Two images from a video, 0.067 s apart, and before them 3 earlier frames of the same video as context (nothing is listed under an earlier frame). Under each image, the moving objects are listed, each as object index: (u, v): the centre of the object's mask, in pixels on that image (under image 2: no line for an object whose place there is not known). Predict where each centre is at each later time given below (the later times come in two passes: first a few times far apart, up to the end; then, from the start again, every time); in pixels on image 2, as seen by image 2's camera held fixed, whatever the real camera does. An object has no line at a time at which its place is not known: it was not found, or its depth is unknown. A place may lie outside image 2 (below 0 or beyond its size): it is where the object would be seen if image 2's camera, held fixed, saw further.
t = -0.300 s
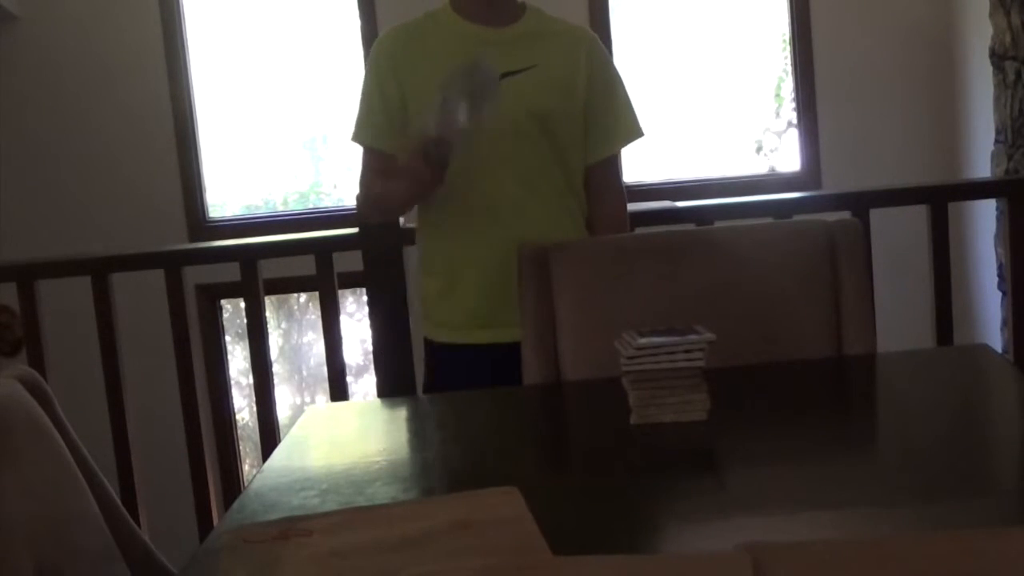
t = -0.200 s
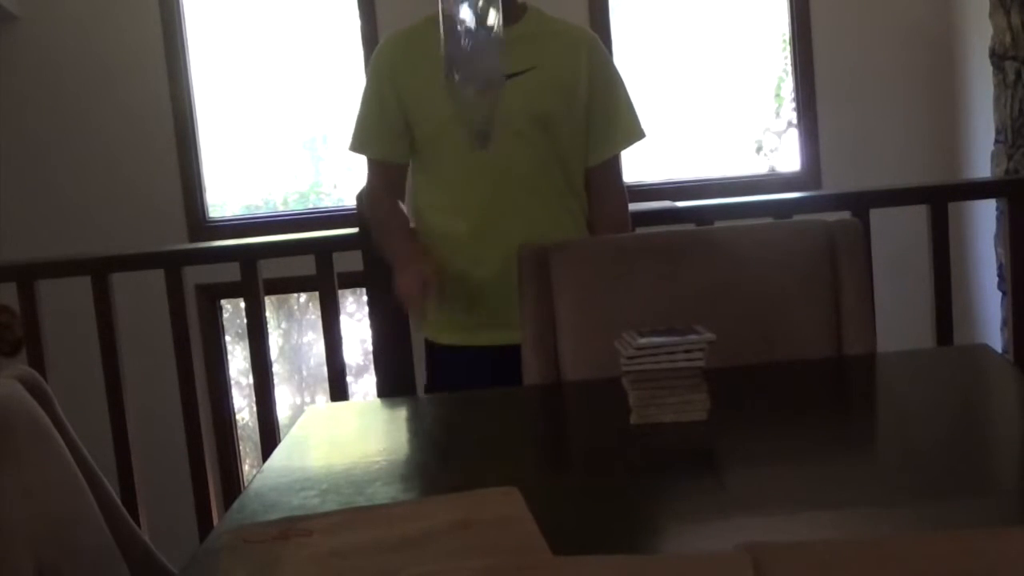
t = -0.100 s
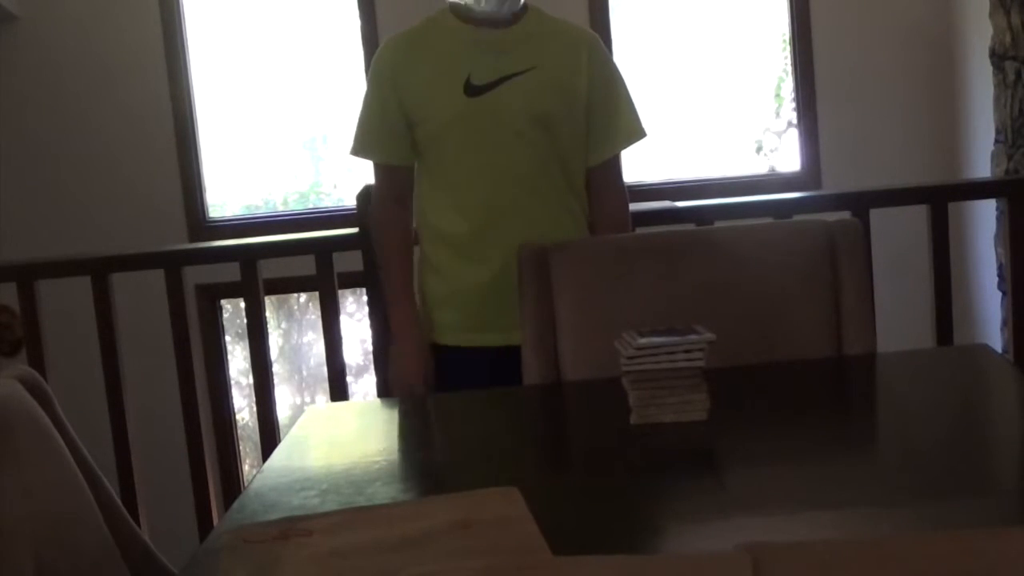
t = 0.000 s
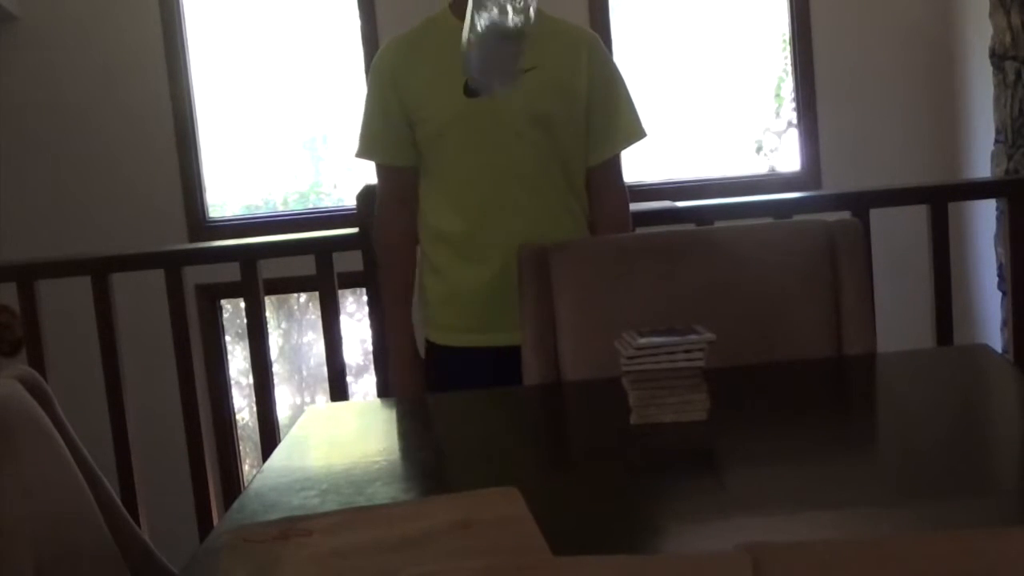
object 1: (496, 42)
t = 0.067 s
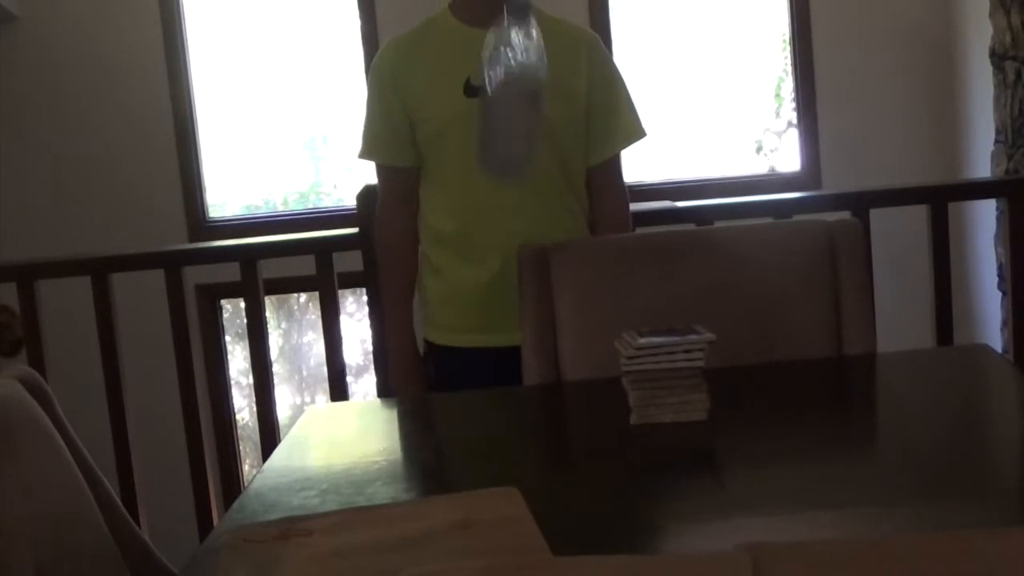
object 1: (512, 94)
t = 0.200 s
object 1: (546, 337)
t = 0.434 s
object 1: (547, 343)
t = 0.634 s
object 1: (545, 342)
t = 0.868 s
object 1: (545, 342)
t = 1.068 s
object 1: (545, 342)
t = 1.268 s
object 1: (545, 343)
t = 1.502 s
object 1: (545, 345)
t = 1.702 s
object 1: (545, 344)
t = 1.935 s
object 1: (545, 344)
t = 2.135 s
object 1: (545, 343)
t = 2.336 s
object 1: (545, 342)
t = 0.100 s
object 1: (520, 147)
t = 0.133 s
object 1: (529, 204)
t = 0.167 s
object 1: (538, 278)
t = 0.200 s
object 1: (546, 337)
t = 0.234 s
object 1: (548, 337)
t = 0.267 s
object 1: (548, 340)
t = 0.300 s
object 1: (549, 339)
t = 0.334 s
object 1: (550, 338)
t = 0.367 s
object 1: (550, 338)
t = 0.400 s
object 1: (549, 339)
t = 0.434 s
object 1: (547, 343)
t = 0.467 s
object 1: (547, 343)
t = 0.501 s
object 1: (548, 341)
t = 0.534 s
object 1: (546, 342)
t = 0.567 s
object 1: (546, 343)
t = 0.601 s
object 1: (545, 342)
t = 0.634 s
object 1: (545, 342)
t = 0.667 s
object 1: (545, 342)
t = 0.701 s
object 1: (545, 343)
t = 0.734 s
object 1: (545, 342)
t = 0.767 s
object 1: (545, 343)
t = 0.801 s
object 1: (545, 343)
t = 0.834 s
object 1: (545, 342)
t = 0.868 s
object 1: (545, 342)
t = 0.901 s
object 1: (545, 343)
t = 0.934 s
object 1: (545, 342)
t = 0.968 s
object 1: (545, 342)
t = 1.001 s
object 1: (545, 342)
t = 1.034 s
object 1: (545, 342)
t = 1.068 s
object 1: (545, 342)
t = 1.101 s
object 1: (545, 342)
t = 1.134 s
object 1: (545, 342)
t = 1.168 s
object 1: (545, 343)
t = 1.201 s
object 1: (545, 343)
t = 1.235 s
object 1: (545, 342)
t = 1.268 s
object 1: (545, 343)
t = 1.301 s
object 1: (545, 343)
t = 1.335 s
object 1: (545, 343)
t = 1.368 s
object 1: (545, 343)
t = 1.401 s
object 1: (545, 343)
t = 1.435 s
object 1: (545, 344)
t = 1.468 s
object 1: (545, 344)
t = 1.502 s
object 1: (545, 345)
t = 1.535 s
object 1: (545, 344)
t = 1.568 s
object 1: (545, 344)
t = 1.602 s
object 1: (545, 343)
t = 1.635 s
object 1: (545, 343)
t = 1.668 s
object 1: (545, 344)
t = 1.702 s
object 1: (545, 344)
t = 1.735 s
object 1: (545, 344)
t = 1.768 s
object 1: (545, 344)
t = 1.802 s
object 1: (545, 345)
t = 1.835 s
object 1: (545, 344)
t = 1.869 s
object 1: (545, 344)
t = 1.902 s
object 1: (545, 344)
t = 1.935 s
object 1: (545, 344)
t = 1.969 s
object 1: (545, 344)
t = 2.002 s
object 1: (545, 344)
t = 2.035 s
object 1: (545, 343)
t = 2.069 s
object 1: (545, 343)
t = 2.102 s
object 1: (545, 342)
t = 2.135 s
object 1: (545, 343)
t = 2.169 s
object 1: (545, 342)
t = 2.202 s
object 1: (545, 342)
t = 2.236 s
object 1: (545, 344)
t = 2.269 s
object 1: (545, 342)
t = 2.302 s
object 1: (545, 343)
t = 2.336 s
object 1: (545, 342)
